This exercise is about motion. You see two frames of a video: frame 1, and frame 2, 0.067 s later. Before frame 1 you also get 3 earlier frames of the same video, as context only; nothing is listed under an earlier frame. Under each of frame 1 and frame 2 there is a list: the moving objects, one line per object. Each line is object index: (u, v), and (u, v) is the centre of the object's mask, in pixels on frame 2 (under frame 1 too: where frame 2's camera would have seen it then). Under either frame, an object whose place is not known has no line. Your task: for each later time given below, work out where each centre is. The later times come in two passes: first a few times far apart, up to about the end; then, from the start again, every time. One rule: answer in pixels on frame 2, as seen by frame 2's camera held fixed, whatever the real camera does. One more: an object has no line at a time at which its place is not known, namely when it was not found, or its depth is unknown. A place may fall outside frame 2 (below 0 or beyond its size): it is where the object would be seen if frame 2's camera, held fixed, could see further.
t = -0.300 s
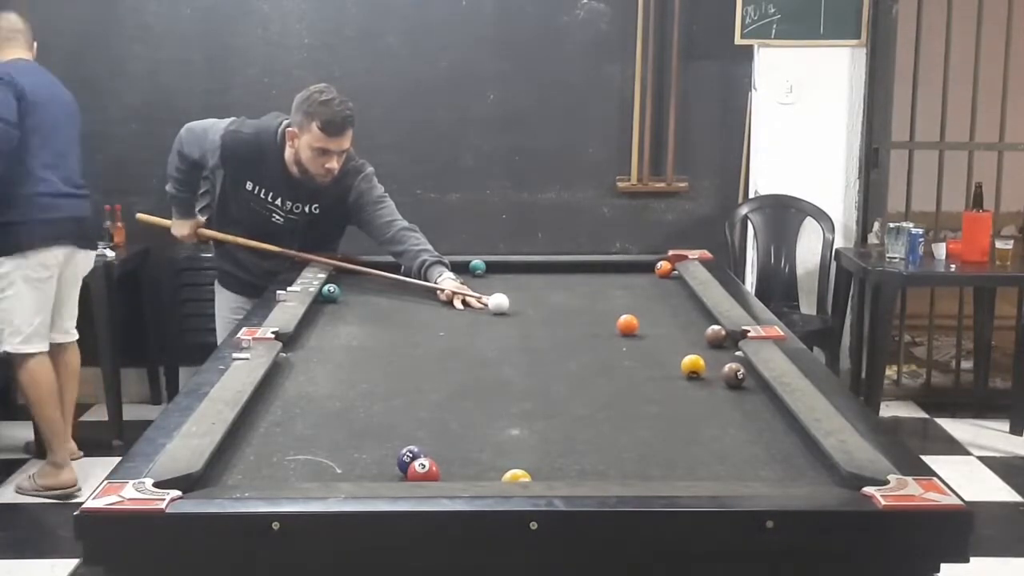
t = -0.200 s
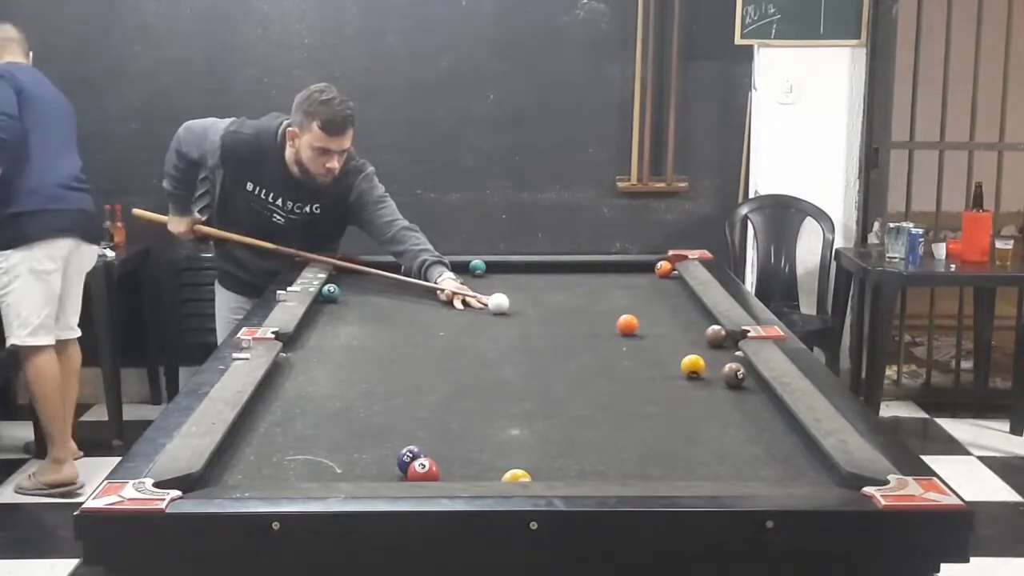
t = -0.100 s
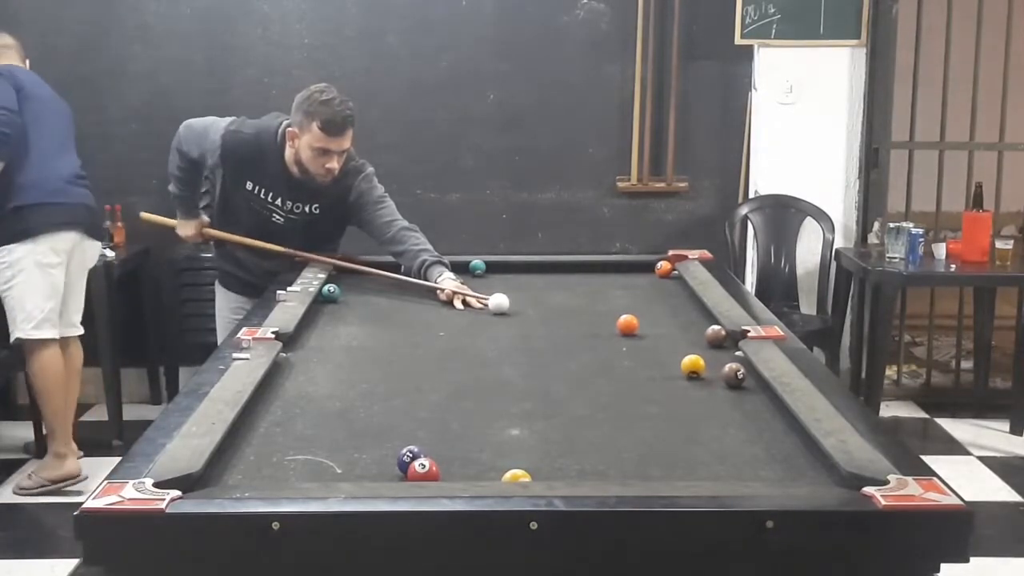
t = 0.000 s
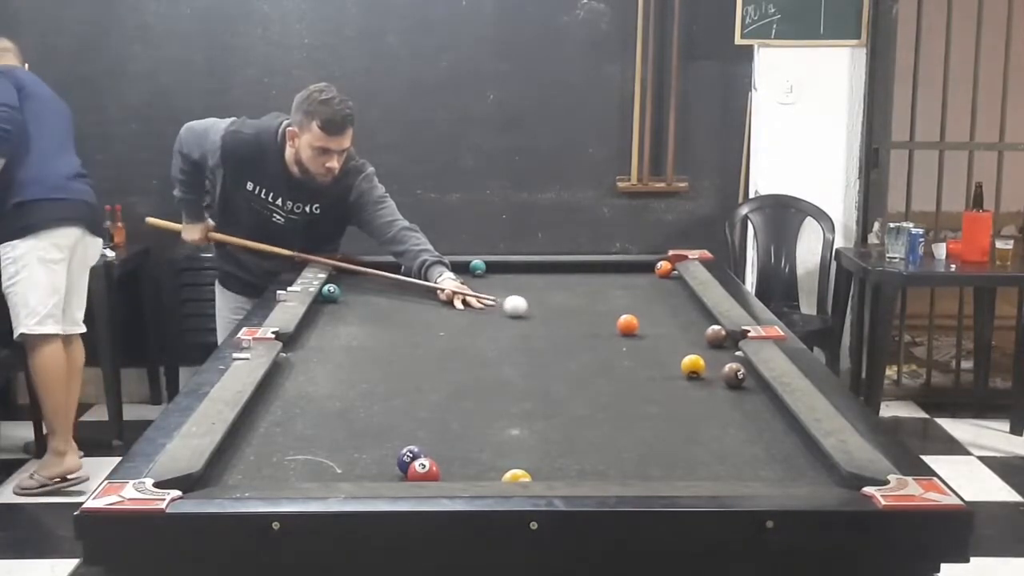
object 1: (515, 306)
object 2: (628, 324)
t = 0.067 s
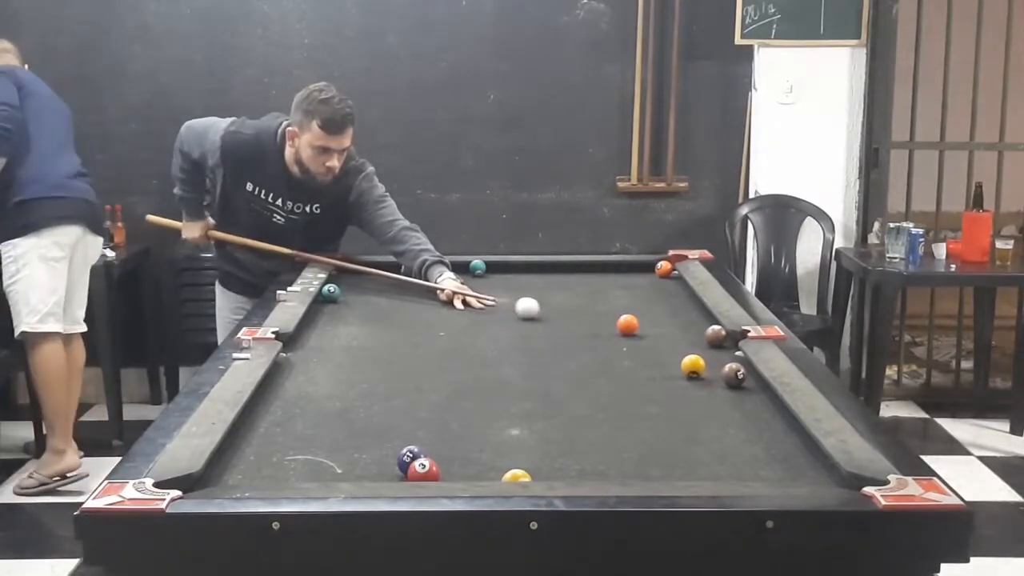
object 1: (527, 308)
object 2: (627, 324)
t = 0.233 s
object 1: (556, 313)
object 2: (627, 324)
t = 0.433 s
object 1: (592, 319)
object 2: (628, 324)
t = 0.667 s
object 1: (613, 324)
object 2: (649, 327)
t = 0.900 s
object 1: (623, 327)
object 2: (679, 331)
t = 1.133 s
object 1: (631, 329)
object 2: (698, 333)
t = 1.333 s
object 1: (637, 332)
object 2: (702, 333)
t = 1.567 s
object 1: (642, 333)
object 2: (704, 333)
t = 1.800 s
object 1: (646, 335)
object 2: (705, 333)
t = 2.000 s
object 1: (649, 336)
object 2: (705, 333)
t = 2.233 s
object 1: (649, 336)
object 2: (705, 333)
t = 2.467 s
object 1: (649, 336)
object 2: (705, 333)
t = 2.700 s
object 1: (649, 336)
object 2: (705, 333)
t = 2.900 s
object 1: (649, 336)
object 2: (705, 333)
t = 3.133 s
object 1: (649, 336)
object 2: (705, 333)
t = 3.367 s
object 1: (649, 336)
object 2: (705, 333)
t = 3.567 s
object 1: (649, 336)
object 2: (705, 333)
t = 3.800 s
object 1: (649, 336)
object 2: (705, 333)
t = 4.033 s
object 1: (650, 336)
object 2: (705, 333)
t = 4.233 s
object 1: (649, 336)
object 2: (705, 333)
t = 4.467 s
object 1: (650, 336)
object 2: (705, 333)
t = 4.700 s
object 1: (650, 336)
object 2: (705, 333)
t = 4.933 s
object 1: (649, 336)
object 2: (705, 333)
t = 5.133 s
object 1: (649, 336)
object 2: (705, 333)
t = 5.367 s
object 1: (649, 336)
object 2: (705, 333)
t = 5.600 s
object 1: (649, 336)
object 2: (705, 333)
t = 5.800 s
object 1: (649, 336)
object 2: (705, 333)
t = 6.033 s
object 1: (649, 336)
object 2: (705, 333)
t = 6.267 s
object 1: (649, 336)
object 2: (705, 333)
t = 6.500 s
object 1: (649, 336)
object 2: (705, 333)
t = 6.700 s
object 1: (649, 336)
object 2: (705, 333)
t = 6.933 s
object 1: (649, 336)
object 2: (705, 333)
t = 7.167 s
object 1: (649, 336)
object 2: (705, 334)
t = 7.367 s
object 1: (649, 334)
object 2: (705, 332)
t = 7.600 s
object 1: (650, 336)
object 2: (705, 333)
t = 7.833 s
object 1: (649, 336)
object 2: (705, 334)
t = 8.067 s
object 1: (649, 336)
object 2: (705, 334)
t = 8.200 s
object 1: (649, 336)
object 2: (705, 334)
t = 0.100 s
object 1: (533, 309)
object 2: (627, 324)
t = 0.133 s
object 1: (539, 310)
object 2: (627, 324)
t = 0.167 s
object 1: (545, 311)
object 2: (627, 324)
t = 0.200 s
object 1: (551, 312)
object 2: (627, 324)
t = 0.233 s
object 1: (556, 313)
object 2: (627, 324)
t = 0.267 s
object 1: (562, 314)
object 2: (628, 324)
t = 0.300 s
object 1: (568, 315)
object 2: (628, 324)
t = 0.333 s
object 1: (574, 316)
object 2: (628, 324)
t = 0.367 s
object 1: (580, 317)
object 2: (628, 324)
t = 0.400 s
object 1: (586, 318)
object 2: (628, 324)
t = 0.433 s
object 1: (592, 319)
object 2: (628, 324)
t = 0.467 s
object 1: (598, 320)
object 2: (627, 324)
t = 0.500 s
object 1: (603, 320)
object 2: (627, 324)
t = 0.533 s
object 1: (607, 321)
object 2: (630, 324)
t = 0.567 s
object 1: (608, 322)
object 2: (634, 325)
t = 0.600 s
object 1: (610, 323)
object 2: (639, 326)
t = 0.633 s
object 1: (612, 323)
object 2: (644, 326)
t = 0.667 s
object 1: (613, 324)
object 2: (649, 327)
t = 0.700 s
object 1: (615, 324)
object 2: (653, 327)
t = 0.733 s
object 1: (616, 325)
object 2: (657, 328)
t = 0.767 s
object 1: (617, 325)
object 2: (661, 328)
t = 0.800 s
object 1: (619, 325)
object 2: (665, 329)
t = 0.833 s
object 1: (620, 326)
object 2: (670, 329)
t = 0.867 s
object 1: (622, 326)
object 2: (674, 330)
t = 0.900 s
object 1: (623, 327)
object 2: (679, 331)
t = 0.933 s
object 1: (624, 327)
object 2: (682, 331)
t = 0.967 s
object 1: (626, 327)
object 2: (686, 331)
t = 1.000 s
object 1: (627, 328)
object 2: (690, 332)
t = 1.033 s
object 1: (628, 328)
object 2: (694, 332)
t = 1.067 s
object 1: (629, 329)
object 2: (695, 333)
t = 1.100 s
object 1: (630, 329)
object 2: (697, 333)
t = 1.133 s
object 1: (631, 329)
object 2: (698, 333)
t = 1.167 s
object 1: (632, 330)
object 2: (699, 333)
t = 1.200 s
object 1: (633, 330)
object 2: (699, 333)
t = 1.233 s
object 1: (634, 330)
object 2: (700, 333)
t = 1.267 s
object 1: (635, 331)
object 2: (701, 333)
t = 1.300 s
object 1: (636, 331)
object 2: (701, 333)
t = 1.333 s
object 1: (637, 332)
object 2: (702, 333)
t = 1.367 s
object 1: (637, 332)
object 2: (702, 333)
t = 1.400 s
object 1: (638, 332)
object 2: (703, 333)
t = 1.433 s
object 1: (639, 332)
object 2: (703, 333)
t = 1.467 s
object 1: (640, 333)
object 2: (703, 333)
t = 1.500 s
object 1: (641, 333)
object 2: (704, 333)
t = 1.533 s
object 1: (641, 333)
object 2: (704, 333)
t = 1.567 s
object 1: (642, 333)
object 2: (704, 333)
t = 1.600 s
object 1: (643, 334)
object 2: (705, 333)
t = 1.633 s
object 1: (643, 334)
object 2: (705, 333)
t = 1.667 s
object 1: (644, 334)
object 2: (705, 333)
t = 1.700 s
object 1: (645, 334)
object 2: (705, 333)
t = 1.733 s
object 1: (645, 334)
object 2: (705, 333)
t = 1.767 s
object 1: (646, 335)
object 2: (705, 333)
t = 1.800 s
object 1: (646, 335)
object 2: (705, 333)
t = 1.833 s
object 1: (647, 335)
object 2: (705, 333)
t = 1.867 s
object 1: (647, 335)
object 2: (705, 333)
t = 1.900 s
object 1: (648, 335)
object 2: (705, 333)
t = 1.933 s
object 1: (648, 335)
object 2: (705, 333)
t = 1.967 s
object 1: (648, 335)
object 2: (705, 333)
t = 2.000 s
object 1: (649, 336)
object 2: (705, 333)
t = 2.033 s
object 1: (649, 336)
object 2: (705, 333)
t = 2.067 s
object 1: (649, 336)
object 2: (705, 333)
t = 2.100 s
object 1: (649, 336)
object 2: (705, 333)
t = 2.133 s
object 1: (649, 336)
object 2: (705, 333)
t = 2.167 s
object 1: (649, 336)
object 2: (705, 333)
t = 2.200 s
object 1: (649, 336)
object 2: (705, 333)
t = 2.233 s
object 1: (649, 336)
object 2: (705, 333)
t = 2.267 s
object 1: (649, 336)
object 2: (705, 333)
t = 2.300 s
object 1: (649, 336)
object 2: (705, 333)
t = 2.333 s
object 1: (649, 336)
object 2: (705, 333)
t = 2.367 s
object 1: (649, 336)
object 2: (705, 333)
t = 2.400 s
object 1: (649, 336)
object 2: (705, 333)
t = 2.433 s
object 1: (649, 336)
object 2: (705, 333)
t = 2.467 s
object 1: (649, 336)
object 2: (705, 333)
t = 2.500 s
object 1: (649, 336)
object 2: (705, 333)
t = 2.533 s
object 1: (649, 336)
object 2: (705, 333)
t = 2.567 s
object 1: (649, 336)
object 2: (705, 333)
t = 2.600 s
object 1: (649, 336)
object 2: (705, 333)
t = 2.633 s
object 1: (649, 336)
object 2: (705, 333)
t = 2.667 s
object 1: (649, 336)
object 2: (705, 333)
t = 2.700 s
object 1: (649, 336)
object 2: (705, 333)
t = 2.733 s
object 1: (649, 336)
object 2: (705, 333)
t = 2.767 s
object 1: (649, 336)
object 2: (705, 333)
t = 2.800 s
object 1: (649, 336)
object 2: (705, 333)
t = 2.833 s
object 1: (649, 336)
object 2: (705, 333)
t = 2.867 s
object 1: (649, 336)
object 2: (705, 333)
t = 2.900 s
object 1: (649, 336)
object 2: (705, 333)
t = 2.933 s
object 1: (649, 336)
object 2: (705, 333)
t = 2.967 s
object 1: (650, 336)
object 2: (705, 333)
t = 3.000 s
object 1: (649, 336)
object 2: (705, 333)
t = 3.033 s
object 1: (649, 336)
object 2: (705, 333)
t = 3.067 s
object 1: (649, 336)
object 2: (705, 333)
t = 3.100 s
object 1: (649, 336)
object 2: (705, 333)
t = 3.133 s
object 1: (649, 336)
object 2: (705, 333)
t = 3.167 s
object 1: (649, 336)
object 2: (705, 333)
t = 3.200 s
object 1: (649, 336)
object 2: (705, 333)
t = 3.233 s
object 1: (649, 336)
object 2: (705, 333)
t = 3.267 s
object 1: (649, 336)
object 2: (705, 333)
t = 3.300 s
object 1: (649, 336)
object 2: (705, 333)
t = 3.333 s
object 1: (649, 336)
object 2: (705, 333)
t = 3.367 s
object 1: (649, 336)
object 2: (705, 333)
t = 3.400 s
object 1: (649, 336)
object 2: (705, 333)
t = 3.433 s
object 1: (649, 336)
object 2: (705, 333)
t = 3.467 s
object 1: (649, 336)
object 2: (705, 333)
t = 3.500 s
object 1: (649, 336)
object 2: (705, 333)
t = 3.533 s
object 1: (649, 336)
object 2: (705, 333)
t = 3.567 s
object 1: (649, 336)
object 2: (705, 333)
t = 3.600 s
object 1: (649, 336)
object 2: (705, 333)
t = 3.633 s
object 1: (649, 336)
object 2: (705, 333)
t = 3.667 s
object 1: (650, 336)
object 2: (705, 333)
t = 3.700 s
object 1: (650, 336)
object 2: (705, 333)
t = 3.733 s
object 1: (649, 336)
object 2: (705, 333)
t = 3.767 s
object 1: (649, 336)
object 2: (705, 333)
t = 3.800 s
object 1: (649, 336)
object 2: (705, 333)
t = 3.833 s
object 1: (649, 336)
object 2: (705, 333)
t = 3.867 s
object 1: (650, 336)
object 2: (705, 333)
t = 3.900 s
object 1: (650, 336)
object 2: (705, 333)
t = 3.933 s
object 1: (650, 336)
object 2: (705, 333)
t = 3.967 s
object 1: (650, 336)
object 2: (705, 333)
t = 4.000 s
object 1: (650, 336)
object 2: (705, 333)
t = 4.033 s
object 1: (650, 336)
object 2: (705, 333)
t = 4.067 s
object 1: (650, 336)
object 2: (705, 333)
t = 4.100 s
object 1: (650, 336)
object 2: (705, 333)
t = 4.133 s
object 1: (650, 336)
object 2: (705, 333)
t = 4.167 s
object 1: (650, 336)
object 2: (705, 333)
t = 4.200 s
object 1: (650, 336)
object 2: (705, 333)
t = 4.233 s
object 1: (649, 336)
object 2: (705, 333)
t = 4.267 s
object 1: (650, 336)
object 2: (705, 333)
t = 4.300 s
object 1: (650, 336)
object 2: (705, 333)
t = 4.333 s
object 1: (650, 336)
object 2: (705, 333)
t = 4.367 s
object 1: (650, 336)
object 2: (705, 334)
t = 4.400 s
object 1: (650, 336)
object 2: (705, 334)
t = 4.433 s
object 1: (650, 336)
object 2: (705, 333)
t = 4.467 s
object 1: (650, 336)
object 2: (705, 333)
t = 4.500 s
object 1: (650, 336)
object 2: (705, 333)
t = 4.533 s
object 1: (650, 336)
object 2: (705, 333)
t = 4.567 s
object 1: (650, 336)
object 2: (705, 333)
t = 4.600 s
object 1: (649, 336)
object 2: (705, 333)
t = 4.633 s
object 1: (650, 336)
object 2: (705, 333)
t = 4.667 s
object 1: (650, 336)
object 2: (705, 333)
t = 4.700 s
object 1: (650, 336)
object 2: (705, 333)
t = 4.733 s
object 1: (649, 336)
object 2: (705, 333)
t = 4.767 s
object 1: (650, 336)
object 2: (705, 333)
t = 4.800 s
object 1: (649, 336)
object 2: (705, 333)
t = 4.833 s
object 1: (649, 336)
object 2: (705, 333)
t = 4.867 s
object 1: (649, 336)
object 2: (705, 333)
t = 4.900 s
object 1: (649, 336)
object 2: (705, 333)
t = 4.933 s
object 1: (649, 336)
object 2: (705, 333)
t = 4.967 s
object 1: (649, 336)
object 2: (705, 333)
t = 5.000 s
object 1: (649, 336)
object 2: (705, 333)
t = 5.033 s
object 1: (649, 336)
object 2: (705, 333)
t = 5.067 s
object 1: (649, 336)
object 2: (705, 333)
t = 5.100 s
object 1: (649, 336)
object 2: (705, 333)
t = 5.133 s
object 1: (649, 336)
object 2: (705, 333)
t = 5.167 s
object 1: (649, 336)
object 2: (705, 333)
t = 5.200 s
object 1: (649, 336)
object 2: (705, 333)
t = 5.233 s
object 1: (649, 336)
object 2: (705, 333)
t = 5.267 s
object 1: (649, 336)
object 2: (705, 333)
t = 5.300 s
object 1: (649, 336)
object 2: (705, 333)
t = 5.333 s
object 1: (649, 336)
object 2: (705, 333)
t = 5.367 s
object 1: (649, 336)
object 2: (705, 333)
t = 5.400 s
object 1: (649, 336)
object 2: (705, 333)
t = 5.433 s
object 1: (649, 336)
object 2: (705, 333)
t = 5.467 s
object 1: (649, 336)
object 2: (705, 333)
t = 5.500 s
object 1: (649, 336)
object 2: (705, 333)
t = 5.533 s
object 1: (649, 336)
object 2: (705, 333)
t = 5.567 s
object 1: (649, 336)
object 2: (705, 333)
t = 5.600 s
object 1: (649, 336)
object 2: (705, 333)
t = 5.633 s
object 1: (649, 336)
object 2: (705, 333)
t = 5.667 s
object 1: (649, 336)
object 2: (705, 333)
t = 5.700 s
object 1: (649, 336)
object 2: (705, 333)
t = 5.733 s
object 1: (649, 336)
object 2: (705, 333)
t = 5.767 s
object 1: (649, 336)
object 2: (705, 333)
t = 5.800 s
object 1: (649, 336)
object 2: (705, 333)
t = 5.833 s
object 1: (649, 336)
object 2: (705, 333)
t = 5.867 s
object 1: (649, 336)
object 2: (705, 333)
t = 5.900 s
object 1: (649, 336)
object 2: (705, 333)
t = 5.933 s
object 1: (649, 336)
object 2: (705, 333)
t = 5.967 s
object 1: (649, 336)
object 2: (705, 333)
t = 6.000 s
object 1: (649, 336)
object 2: (705, 333)
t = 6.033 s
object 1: (649, 336)
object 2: (705, 333)
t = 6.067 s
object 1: (649, 336)
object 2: (705, 333)
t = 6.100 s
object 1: (649, 336)
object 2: (705, 333)
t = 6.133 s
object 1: (649, 336)
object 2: (705, 333)
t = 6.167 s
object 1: (649, 336)
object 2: (705, 333)
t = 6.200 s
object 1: (649, 336)
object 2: (705, 333)
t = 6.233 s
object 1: (649, 336)
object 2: (705, 333)
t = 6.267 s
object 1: (649, 336)
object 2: (705, 333)
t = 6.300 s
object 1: (649, 336)
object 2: (705, 333)
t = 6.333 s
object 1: (649, 336)
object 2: (705, 333)
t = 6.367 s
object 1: (649, 336)
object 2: (705, 333)
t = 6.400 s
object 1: (649, 336)
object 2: (705, 333)
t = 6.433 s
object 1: (649, 336)
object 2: (705, 333)
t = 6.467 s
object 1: (649, 336)
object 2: (705, 333)
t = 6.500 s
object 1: (649, 336)
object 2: (705, 333)
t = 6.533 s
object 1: (649, 336)
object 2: (705, 333)
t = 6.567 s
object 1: (649, 336)
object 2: (705, 333)
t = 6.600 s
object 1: (649, 336)
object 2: (705, 333)
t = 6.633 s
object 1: (649, 336)
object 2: (705, 333)
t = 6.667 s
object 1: (649, 336)
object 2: (705, 333)
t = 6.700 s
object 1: (649, 336)
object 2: (705, 333)
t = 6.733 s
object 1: (649, 336)
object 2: (705, 333)
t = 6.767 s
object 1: (649, 336)
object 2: (705, 333)
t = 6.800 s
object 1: (649, 336)
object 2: (705, 333)
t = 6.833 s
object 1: (649, 336)
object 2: (705, 333)
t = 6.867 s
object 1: (649, 336)
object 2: (705, 333)
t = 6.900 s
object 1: (649, 336)
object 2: (705, 333)
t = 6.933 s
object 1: (649, 336)
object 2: (705, 333)
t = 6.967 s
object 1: (649, 336)
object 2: (705, 333)
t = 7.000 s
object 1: (649, 336)
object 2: (705, 333)
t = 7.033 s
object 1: (649, 336)
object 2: (705, 333)
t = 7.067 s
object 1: (649, 336)
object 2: (705, 333)
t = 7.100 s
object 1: (649, 336)
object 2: (705, 333)
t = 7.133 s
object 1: (649, 336)
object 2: (705, 333)
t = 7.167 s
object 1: (649, 336)
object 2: (705, 334)
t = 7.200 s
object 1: (650, 336)
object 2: (705, 334)
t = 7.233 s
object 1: (649, 336)
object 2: (705, 334)
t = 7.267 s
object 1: (649, 336)
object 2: (705, 333)
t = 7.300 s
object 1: (649, 336)
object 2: (705, 333)
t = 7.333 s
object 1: (649, 335)
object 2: (705, 332)
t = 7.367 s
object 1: (649, 334)
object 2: (705, 332)
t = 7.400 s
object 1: (649, 335)
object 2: (705, 332)
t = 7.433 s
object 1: (649, 335)
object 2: (705, 333)
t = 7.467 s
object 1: (649, 335)
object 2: (705, 333)
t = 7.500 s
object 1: (649, 336)
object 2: (705, 334)
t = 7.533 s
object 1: (649, 336)
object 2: (705, 333)
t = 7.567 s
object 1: (649, 336)
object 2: (705, 334)
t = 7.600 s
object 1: (650, 336)
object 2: (705, 333)
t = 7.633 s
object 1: (650, 336)
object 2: (705, 334)
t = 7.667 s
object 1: (649, 336)
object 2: (705, 333)
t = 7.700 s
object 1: (649, 336)
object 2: (705, 334)
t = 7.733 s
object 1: (649, 336)
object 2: (705, 334)
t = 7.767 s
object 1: (649, 336)
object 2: (705, 334)
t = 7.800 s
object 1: (649, 336)
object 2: (705, 334)
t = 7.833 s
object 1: (649, 336)
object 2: (705, 334)
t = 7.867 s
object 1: (649, 336)
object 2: (705, 334)
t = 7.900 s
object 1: (649, 336)
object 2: (705, 334)
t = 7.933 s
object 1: (649, 336)
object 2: (705, 334)
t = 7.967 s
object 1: (649, 336)
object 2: (705, 334)
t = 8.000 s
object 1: (649, 336)
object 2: (705, 334)
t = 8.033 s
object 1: (649, 336)
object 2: (705, 334)
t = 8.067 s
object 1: (649, 336)
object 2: (705, 334)
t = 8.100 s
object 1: (649, 336)
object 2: (705, 334)
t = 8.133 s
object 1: (649, 336)
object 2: (705, 334)
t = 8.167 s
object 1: (649, 336)
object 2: (705, 334)
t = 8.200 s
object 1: (649, 336)
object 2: (705, 334)
